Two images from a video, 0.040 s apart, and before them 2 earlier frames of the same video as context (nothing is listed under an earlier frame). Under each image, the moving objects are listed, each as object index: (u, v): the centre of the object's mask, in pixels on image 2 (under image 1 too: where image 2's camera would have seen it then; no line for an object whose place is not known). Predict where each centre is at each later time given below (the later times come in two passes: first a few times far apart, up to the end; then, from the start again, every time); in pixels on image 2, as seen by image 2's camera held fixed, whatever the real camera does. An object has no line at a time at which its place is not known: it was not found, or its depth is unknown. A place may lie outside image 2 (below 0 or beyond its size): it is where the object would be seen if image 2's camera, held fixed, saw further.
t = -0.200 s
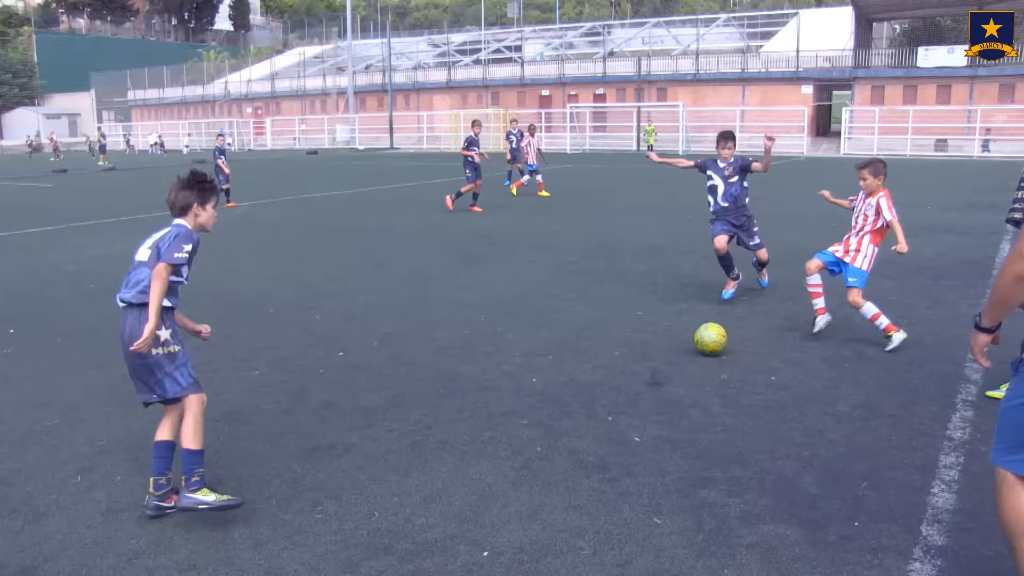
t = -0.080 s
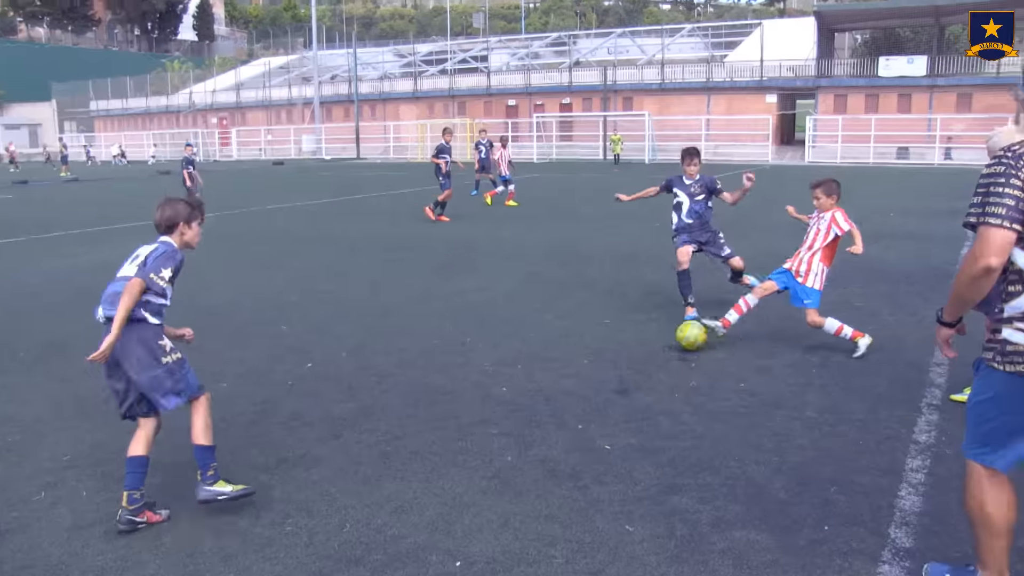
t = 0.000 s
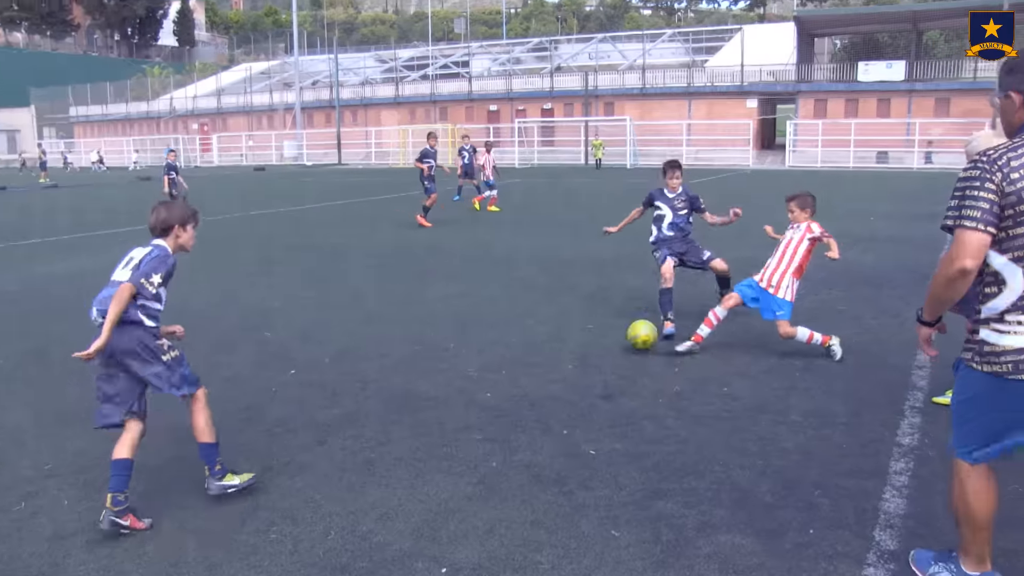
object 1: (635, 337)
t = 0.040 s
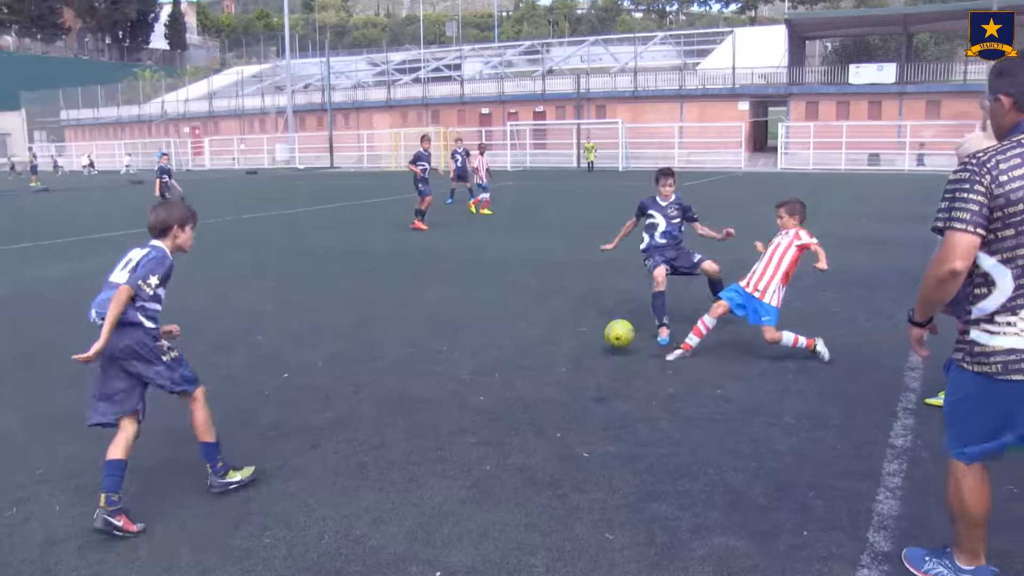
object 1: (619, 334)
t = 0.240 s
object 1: (543, 328)
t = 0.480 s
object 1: (458, 329)
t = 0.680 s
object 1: (395, 324)
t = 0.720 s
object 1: (383, 324)
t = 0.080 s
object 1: (604, 331)
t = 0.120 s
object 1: (588, 330)
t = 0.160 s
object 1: (573, 329)
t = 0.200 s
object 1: (558, 328)
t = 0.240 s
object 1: (543, 328)
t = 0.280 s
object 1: (528, 328)
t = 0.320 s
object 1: (513, 329)
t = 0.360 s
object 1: (499, 332)
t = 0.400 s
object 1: (485, 334)
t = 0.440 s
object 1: (472, 333)
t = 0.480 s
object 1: (458, 329)
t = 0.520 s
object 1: (445, 328)
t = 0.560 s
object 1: (432, 325)
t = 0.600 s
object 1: (420, 324)
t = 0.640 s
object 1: (407, 324)
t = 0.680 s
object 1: (395, 324)
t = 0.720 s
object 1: (383, 324)
